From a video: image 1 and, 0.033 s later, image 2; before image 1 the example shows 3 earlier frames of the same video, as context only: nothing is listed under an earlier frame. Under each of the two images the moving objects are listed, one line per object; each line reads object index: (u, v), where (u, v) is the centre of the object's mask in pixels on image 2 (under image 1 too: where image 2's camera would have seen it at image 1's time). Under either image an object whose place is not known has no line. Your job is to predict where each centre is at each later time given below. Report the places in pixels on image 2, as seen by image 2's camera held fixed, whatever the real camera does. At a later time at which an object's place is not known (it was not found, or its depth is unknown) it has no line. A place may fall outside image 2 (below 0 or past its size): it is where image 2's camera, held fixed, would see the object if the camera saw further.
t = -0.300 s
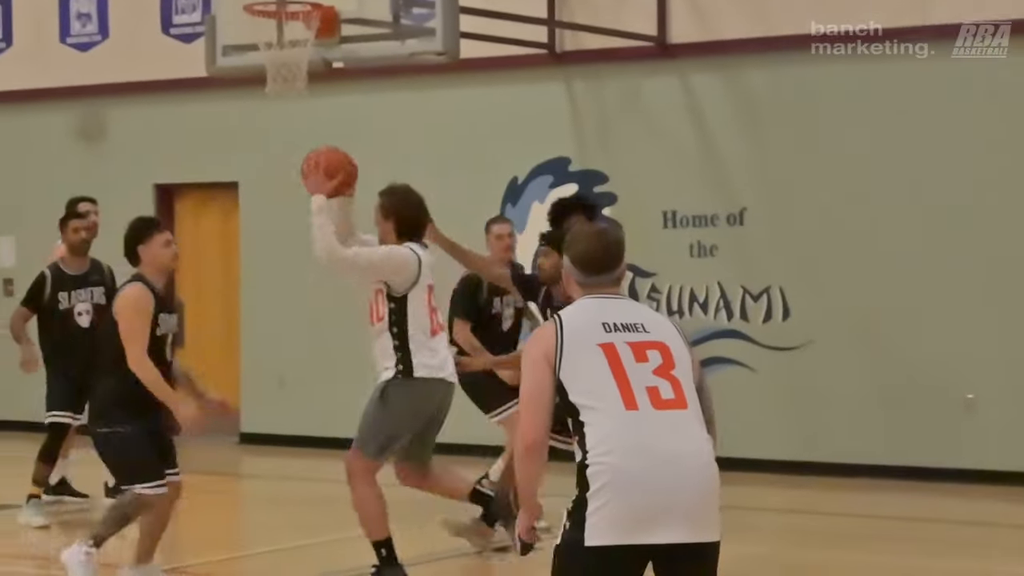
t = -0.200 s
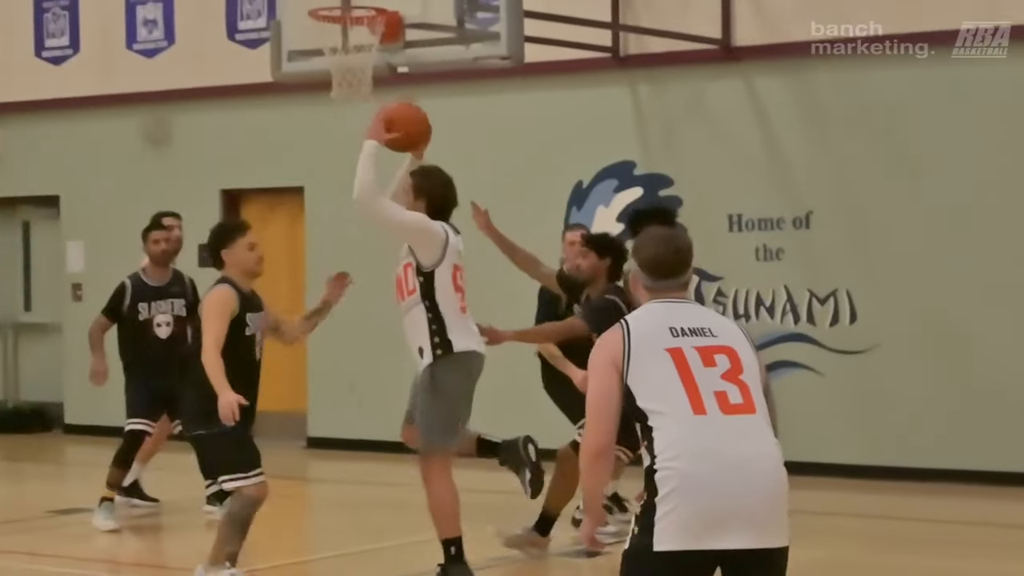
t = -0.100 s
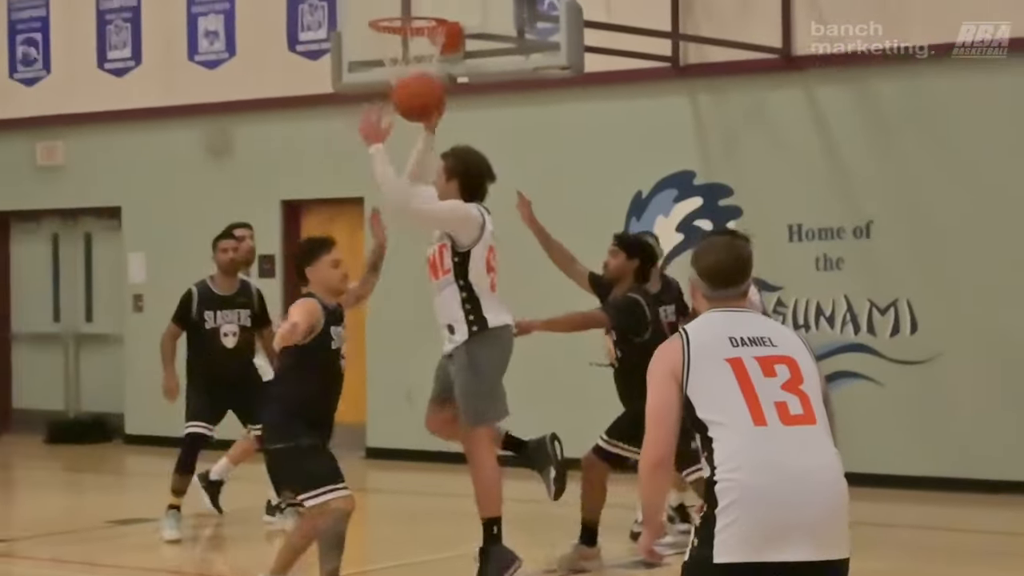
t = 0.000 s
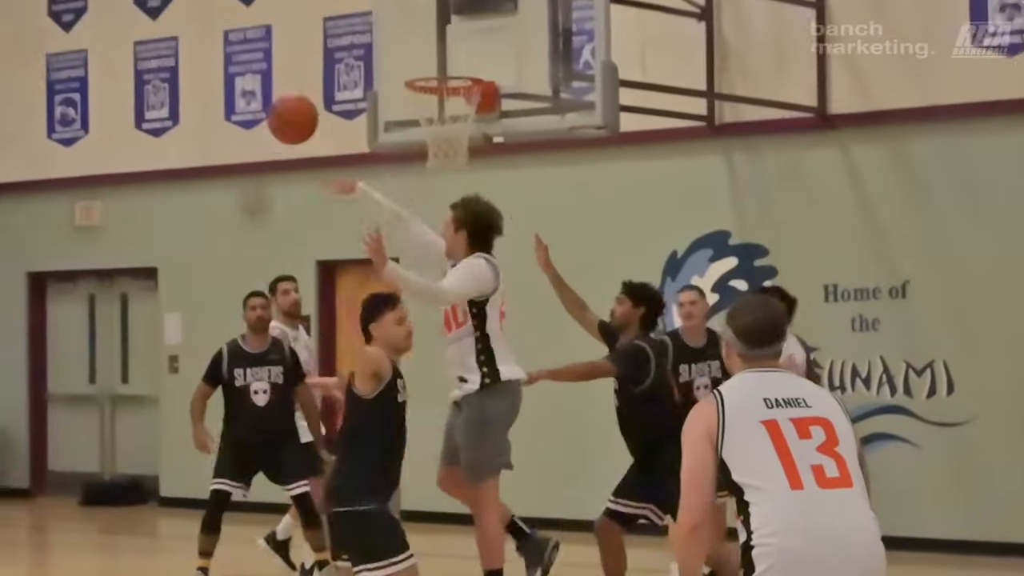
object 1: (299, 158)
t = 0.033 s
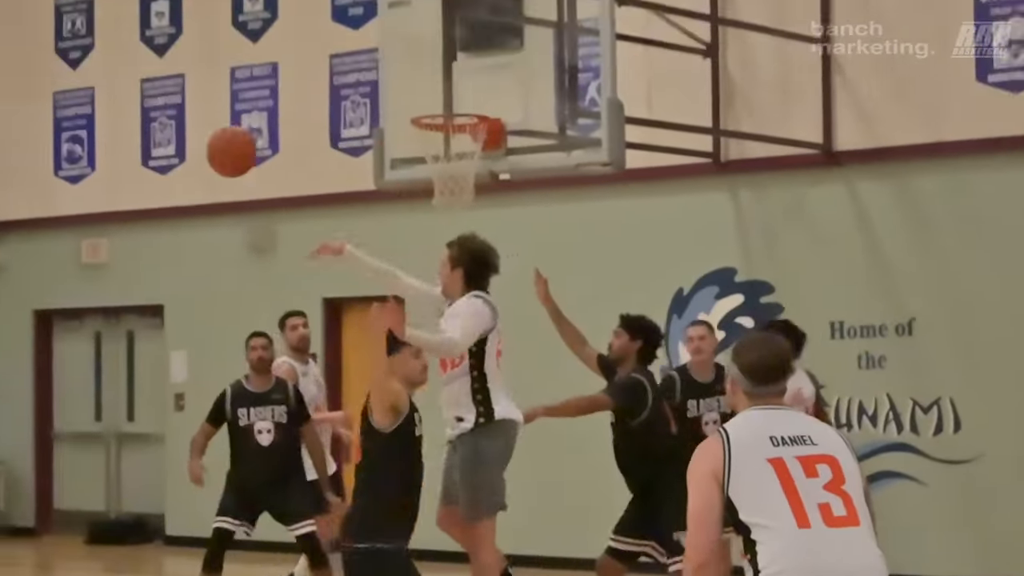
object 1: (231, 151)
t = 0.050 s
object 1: (198, 150)
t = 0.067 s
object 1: (164, 149)
